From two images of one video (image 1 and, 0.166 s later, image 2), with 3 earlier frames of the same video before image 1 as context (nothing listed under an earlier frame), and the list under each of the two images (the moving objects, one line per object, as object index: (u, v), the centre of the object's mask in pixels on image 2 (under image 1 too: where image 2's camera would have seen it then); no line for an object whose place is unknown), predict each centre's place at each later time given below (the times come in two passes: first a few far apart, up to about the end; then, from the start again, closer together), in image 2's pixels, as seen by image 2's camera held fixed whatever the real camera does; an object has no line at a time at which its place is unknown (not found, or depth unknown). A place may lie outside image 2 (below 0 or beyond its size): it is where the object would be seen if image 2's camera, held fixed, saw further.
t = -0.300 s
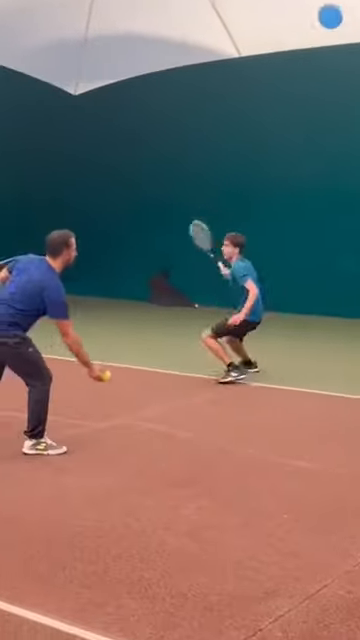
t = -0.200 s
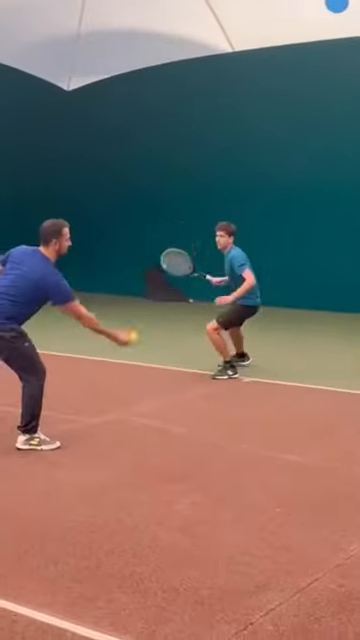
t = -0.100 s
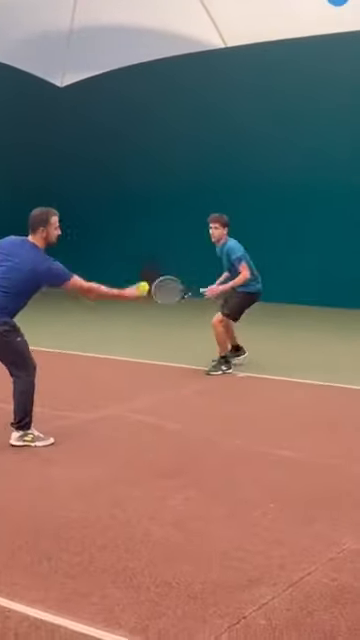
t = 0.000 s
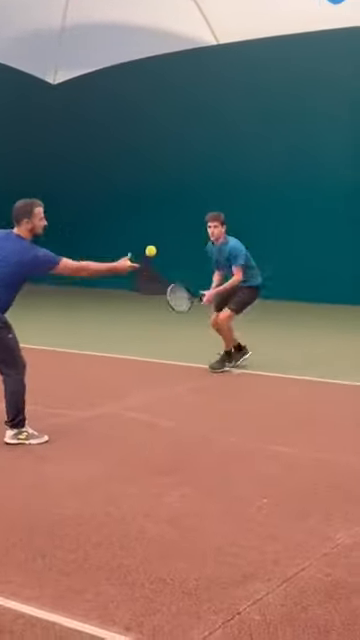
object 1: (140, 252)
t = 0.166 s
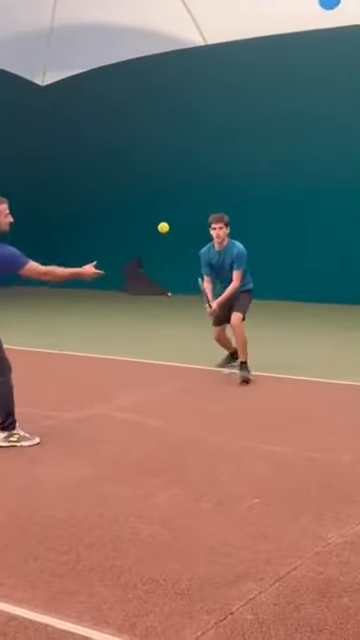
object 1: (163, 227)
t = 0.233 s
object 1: (172, 229)
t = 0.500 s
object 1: (208, 303)
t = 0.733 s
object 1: (237, 432)
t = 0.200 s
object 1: (167, 227)
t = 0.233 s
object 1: (172, 229)
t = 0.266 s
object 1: (177, 233)
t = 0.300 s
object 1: (182, 238)
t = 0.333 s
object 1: (186, 244)
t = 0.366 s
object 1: (190, 253)
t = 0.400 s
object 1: (195, 263)
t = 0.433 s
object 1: (200, 275)
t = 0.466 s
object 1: (204, 288)
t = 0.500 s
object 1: (208, 303)
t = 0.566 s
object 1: (217, 337)
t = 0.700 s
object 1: (232, 425)
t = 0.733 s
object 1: (237, 432)
